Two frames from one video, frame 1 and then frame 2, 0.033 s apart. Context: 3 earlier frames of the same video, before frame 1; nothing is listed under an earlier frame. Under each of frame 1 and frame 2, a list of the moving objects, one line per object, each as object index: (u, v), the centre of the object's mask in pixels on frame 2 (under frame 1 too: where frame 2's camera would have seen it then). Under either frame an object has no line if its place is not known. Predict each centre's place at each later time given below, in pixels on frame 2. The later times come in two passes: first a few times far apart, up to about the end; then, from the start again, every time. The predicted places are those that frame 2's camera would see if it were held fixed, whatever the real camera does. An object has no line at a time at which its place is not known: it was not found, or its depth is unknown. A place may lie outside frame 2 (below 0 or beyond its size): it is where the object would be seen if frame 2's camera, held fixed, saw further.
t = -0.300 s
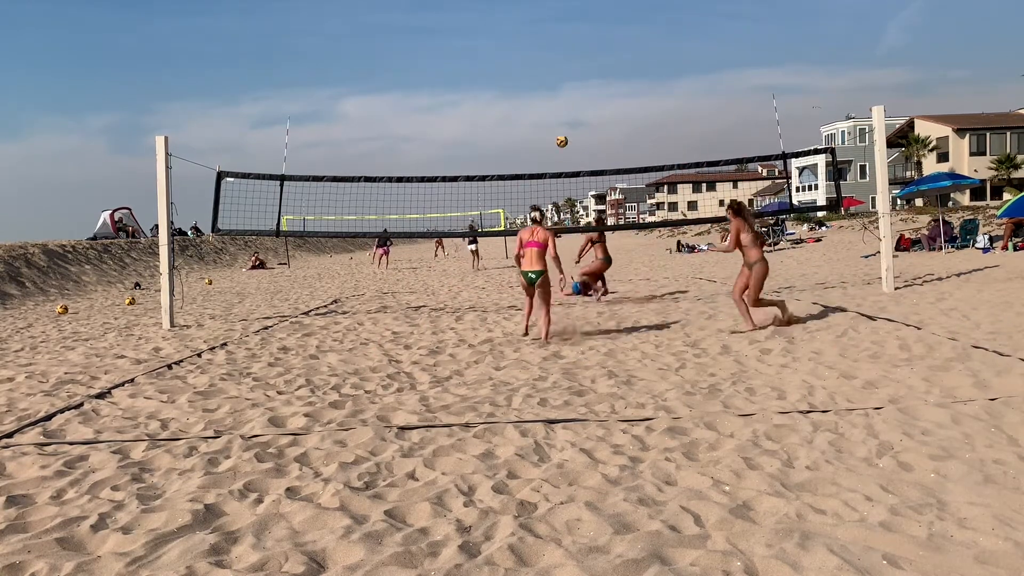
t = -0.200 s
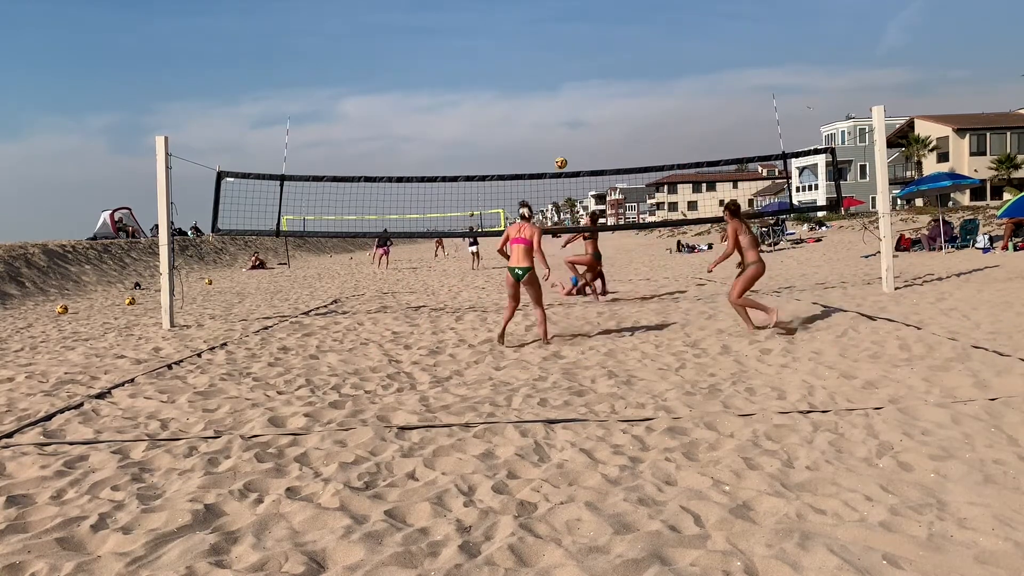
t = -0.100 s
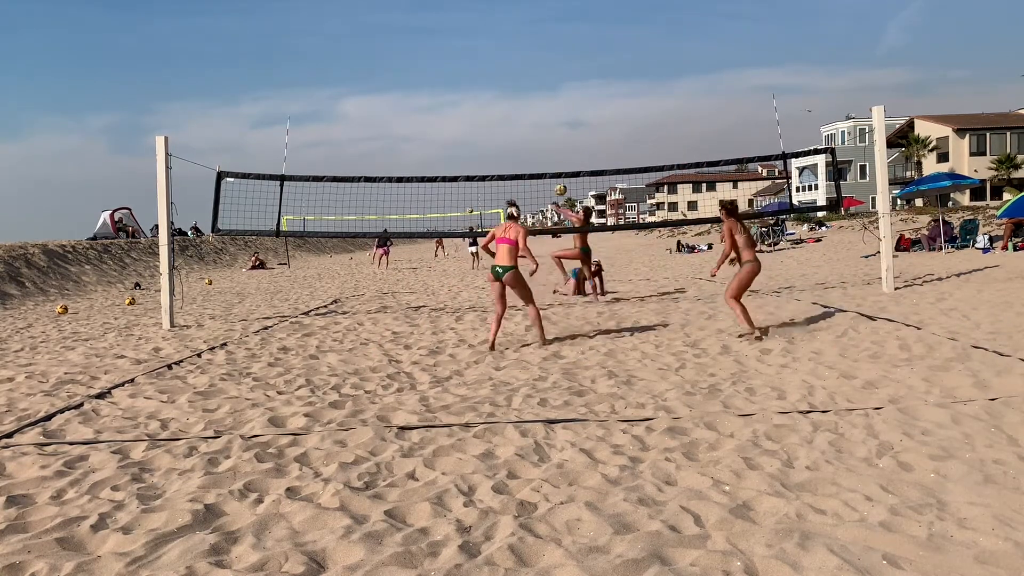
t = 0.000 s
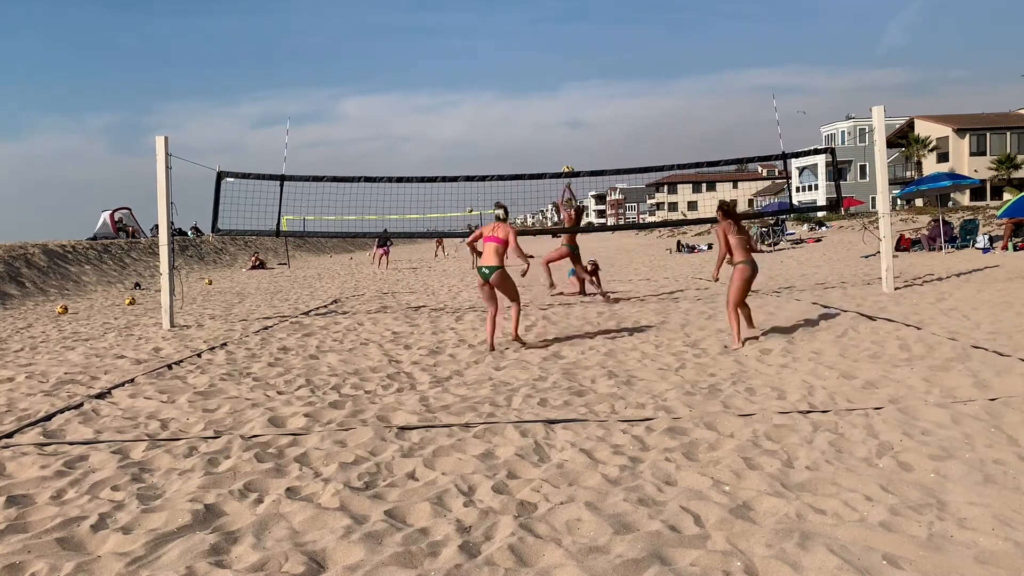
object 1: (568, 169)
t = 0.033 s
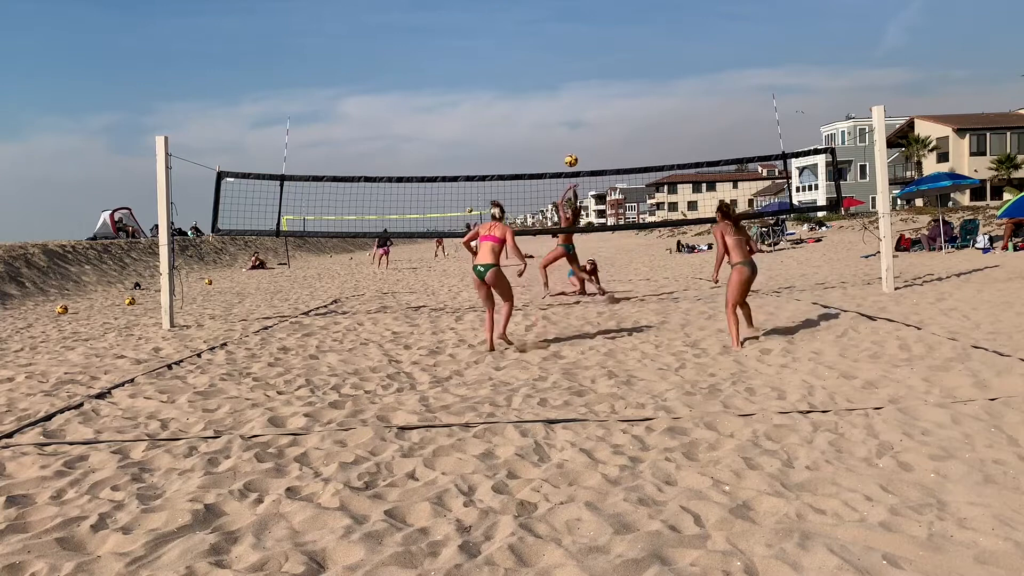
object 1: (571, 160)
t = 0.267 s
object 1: (601, 93)
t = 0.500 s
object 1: (640, 55)
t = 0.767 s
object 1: (700, 64)
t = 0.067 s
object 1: (575, 149)
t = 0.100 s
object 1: (578, 139)
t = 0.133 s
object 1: (583, 129)
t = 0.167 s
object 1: (587, 120)
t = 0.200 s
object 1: (591, 110)
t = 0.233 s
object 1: (596, 102)
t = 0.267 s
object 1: (601, 93)
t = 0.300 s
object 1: (606, 86)
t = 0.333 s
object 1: (611, 79)
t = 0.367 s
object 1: (616, 73)
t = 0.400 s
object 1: (622, 67)
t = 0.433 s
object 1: (627, 62)
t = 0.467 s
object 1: (634, 59)
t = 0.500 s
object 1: (640, 55)
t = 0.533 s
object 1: (646, 53)
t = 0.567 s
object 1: (653, 51)
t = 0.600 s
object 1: (660, 51)
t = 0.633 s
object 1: (667, 51)
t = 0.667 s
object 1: (675, 53)
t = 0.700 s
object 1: (683, 55)
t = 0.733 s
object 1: (691, 59)
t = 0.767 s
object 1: (700, 64)
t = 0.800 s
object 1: (709, 71)
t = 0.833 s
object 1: (718, 78)
